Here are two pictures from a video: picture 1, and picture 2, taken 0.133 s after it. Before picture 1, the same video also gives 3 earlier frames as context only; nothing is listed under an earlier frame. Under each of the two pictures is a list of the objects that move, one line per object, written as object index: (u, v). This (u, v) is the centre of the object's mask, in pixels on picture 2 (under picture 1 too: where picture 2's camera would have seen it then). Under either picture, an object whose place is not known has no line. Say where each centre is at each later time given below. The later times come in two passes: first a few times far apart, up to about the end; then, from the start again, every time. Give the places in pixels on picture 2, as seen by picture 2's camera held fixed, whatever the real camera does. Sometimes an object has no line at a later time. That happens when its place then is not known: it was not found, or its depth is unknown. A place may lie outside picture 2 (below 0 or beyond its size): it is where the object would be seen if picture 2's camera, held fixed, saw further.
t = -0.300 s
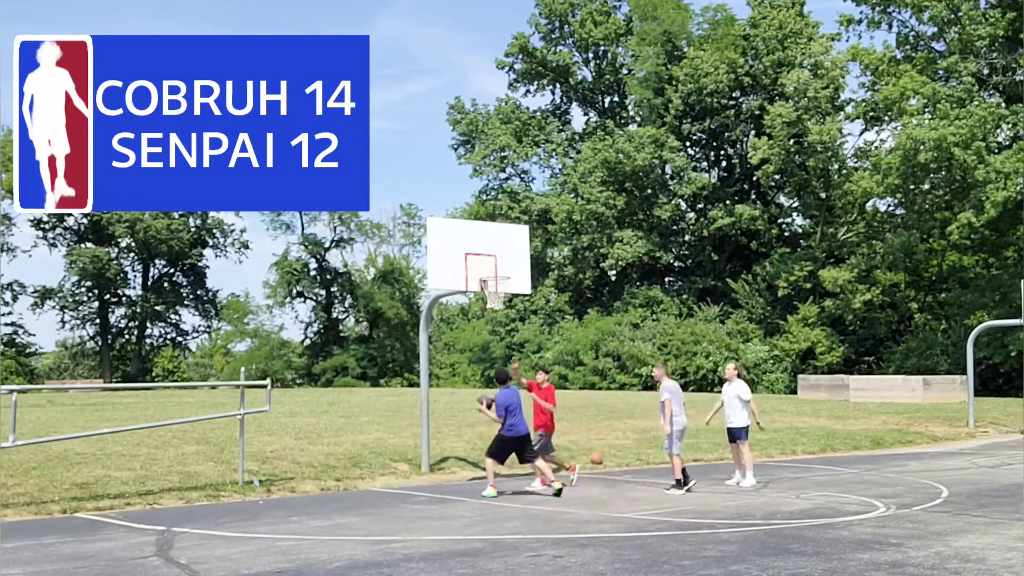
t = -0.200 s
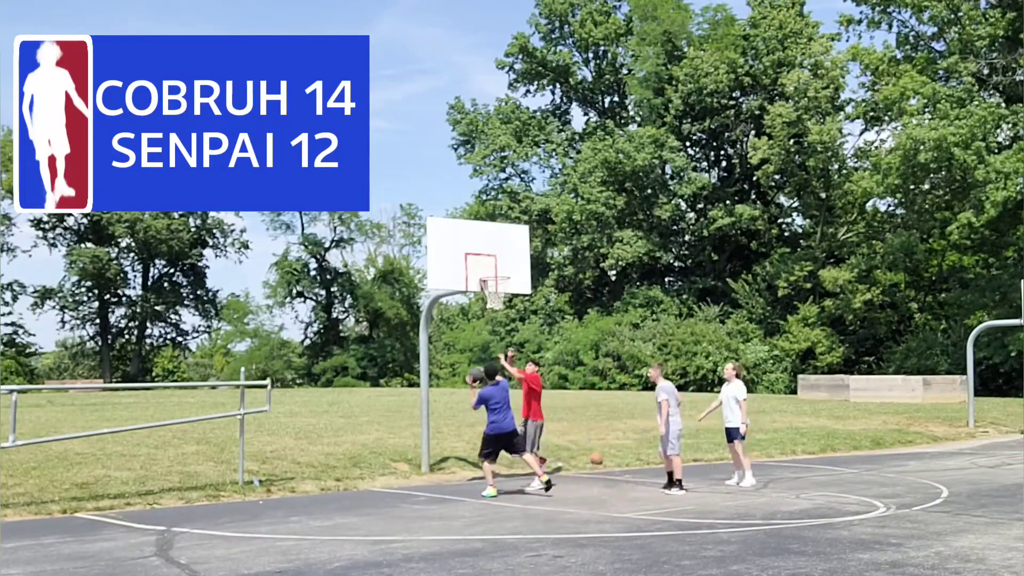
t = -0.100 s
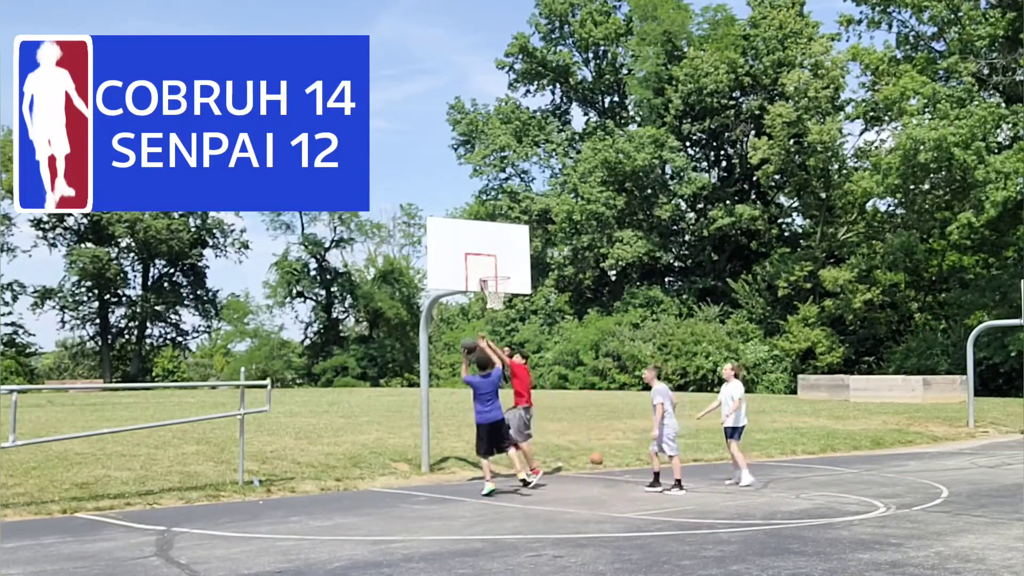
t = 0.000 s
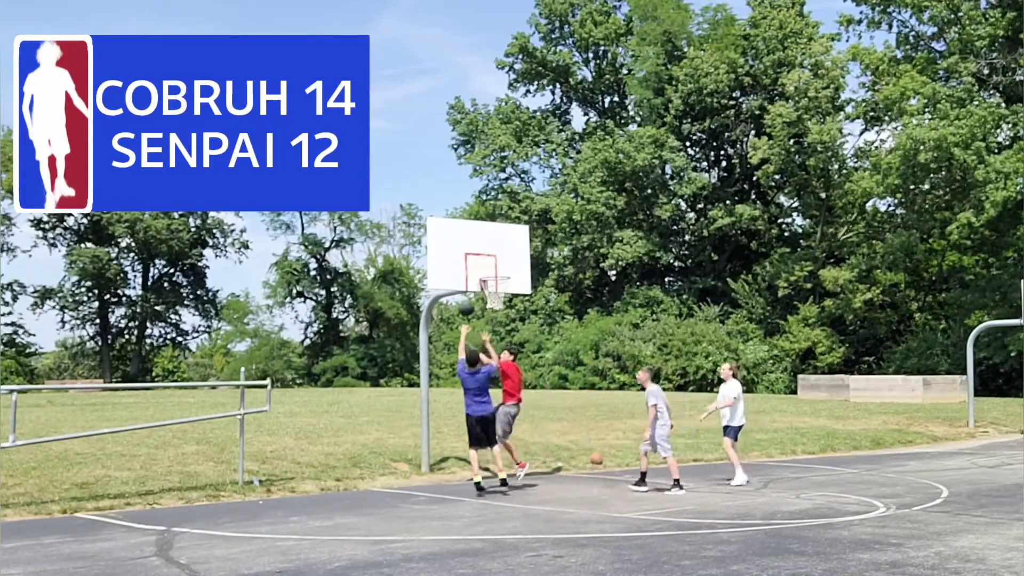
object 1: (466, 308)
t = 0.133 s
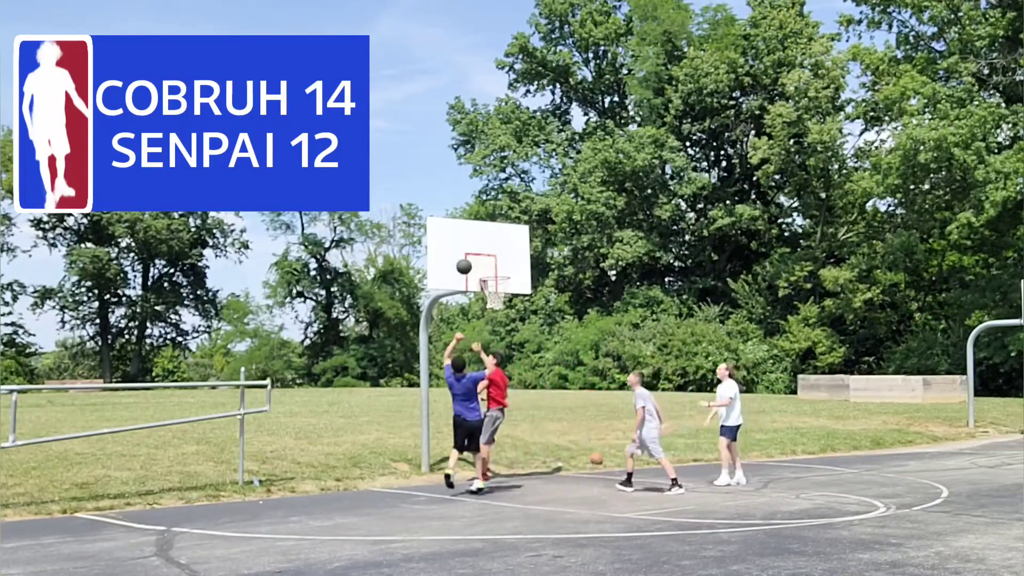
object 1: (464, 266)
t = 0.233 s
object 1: (462, 245)
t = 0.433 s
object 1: (459, 224)
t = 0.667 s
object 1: (465, 227)
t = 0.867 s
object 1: (486, 254)
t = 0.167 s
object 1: (463, 258)
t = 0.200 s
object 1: (463, 251)
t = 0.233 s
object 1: (462, 245)
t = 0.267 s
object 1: (461, 239)
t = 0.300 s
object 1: (461, 234)
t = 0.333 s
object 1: (461, 230)
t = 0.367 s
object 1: (460, 227)
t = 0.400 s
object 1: (459, 225)
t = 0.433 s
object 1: (459, 224)
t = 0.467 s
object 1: (458, 223)
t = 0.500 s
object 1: (458, 222)
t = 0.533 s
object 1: (458, 222)
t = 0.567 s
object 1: (457, 224)
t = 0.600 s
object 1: (458, 225)
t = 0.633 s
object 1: (461, 226)
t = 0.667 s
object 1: (465, 227)
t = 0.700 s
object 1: (468, 230)
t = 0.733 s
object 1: (472, 233)
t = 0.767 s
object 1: (476, 237)
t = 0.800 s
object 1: (479, 242)
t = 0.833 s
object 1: (483, 248)
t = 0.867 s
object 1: (486, 254)
